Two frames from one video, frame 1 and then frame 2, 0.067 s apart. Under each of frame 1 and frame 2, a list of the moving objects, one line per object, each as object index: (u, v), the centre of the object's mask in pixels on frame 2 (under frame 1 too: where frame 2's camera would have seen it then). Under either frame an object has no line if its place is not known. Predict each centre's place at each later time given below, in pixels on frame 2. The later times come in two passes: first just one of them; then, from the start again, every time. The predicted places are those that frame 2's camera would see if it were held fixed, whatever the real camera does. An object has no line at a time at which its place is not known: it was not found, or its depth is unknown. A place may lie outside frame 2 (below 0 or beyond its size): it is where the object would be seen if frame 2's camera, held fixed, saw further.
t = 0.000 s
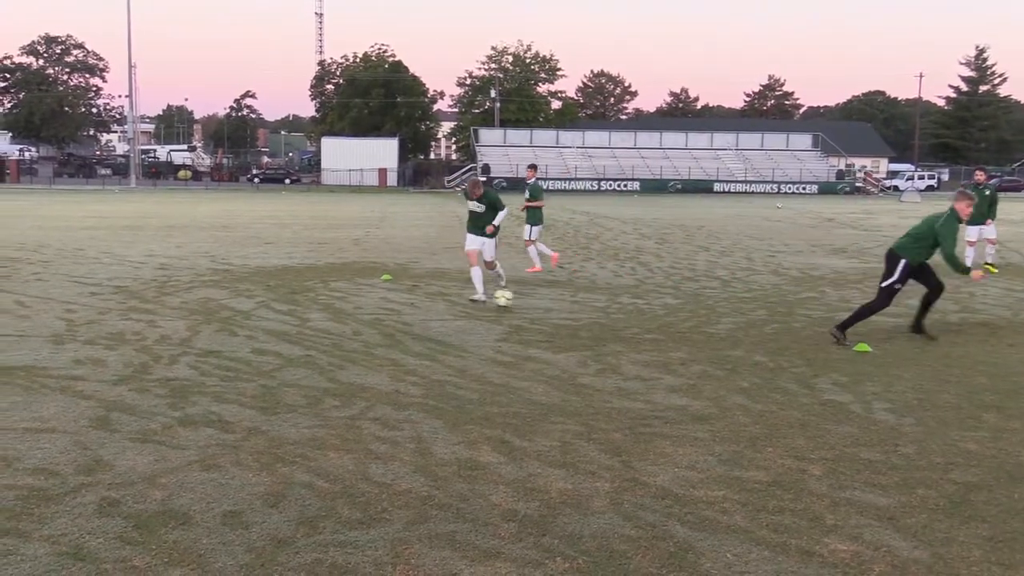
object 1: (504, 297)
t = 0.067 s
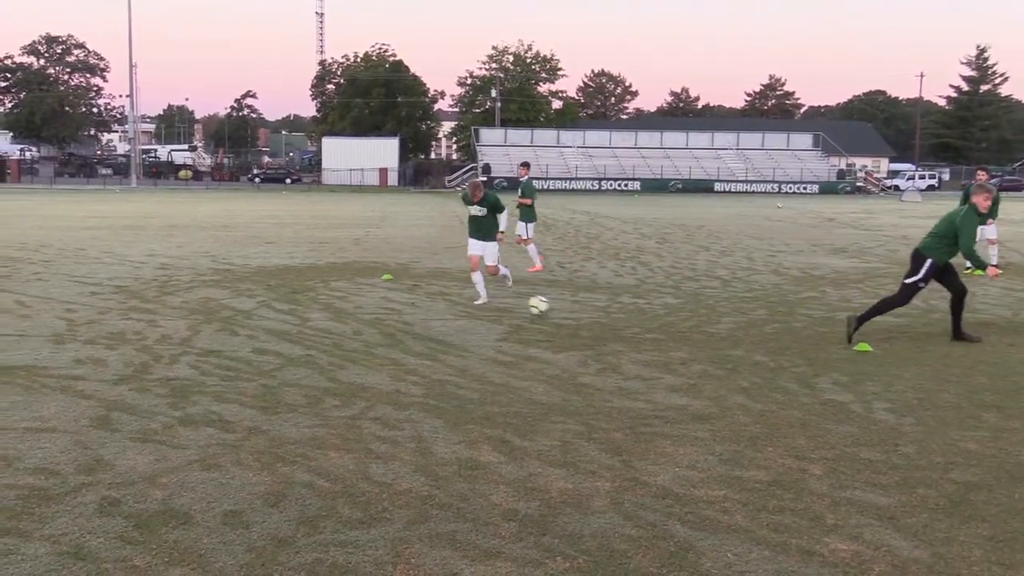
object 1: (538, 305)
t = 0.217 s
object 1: (625, 325)
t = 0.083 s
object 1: (548, 308)
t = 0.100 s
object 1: (557, 311)
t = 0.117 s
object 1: (566, 314)
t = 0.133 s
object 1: (576, 317)
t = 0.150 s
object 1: (586, 319)
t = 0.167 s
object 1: (595, 320)
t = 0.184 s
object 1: (605, 322)
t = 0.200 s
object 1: (615, 323)
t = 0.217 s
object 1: (625, 325)
